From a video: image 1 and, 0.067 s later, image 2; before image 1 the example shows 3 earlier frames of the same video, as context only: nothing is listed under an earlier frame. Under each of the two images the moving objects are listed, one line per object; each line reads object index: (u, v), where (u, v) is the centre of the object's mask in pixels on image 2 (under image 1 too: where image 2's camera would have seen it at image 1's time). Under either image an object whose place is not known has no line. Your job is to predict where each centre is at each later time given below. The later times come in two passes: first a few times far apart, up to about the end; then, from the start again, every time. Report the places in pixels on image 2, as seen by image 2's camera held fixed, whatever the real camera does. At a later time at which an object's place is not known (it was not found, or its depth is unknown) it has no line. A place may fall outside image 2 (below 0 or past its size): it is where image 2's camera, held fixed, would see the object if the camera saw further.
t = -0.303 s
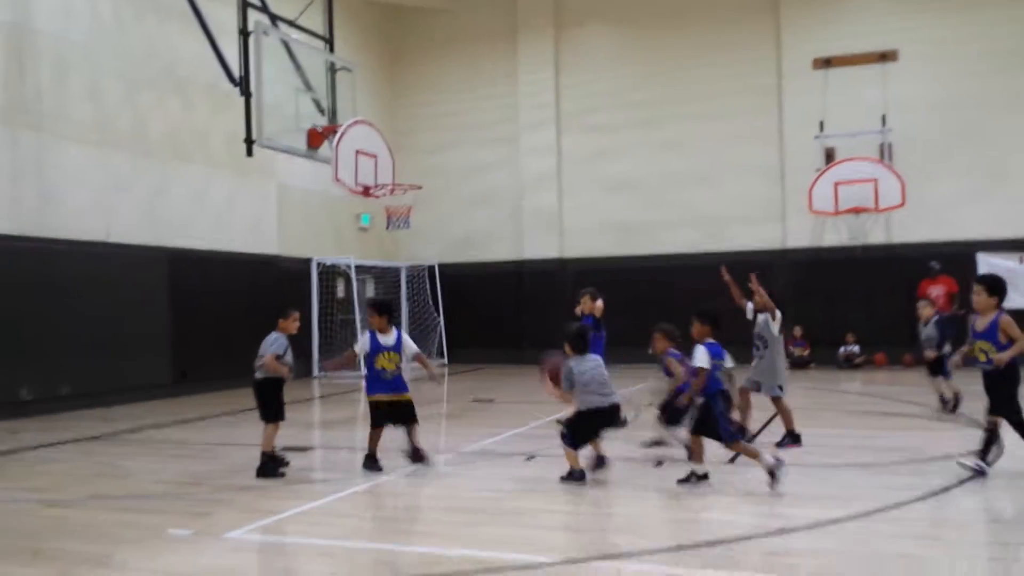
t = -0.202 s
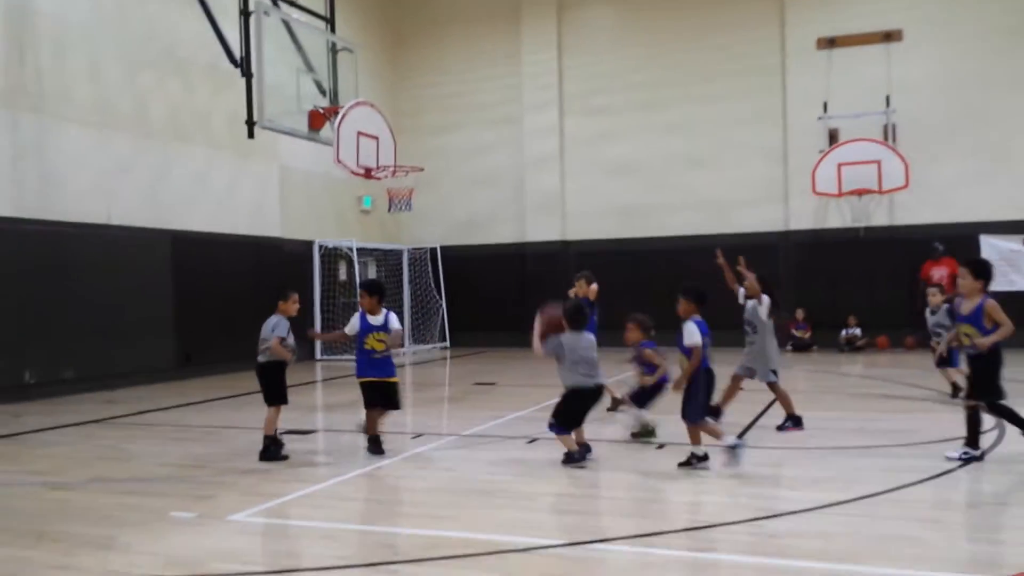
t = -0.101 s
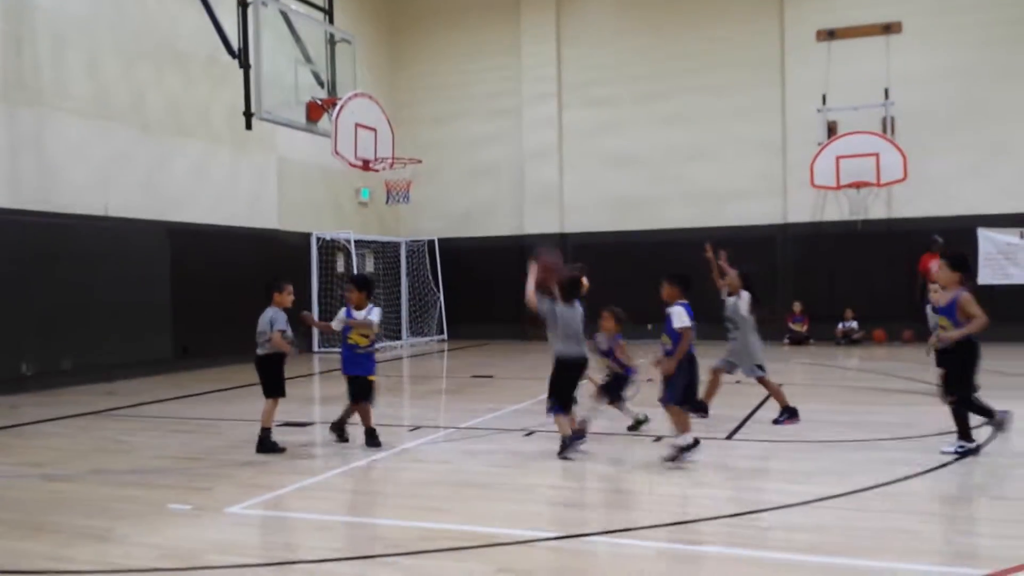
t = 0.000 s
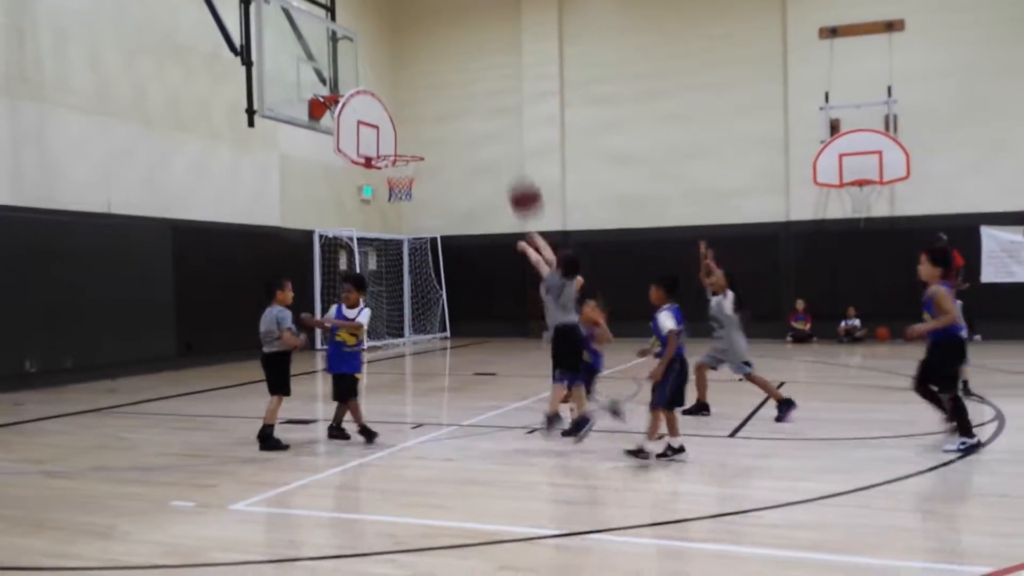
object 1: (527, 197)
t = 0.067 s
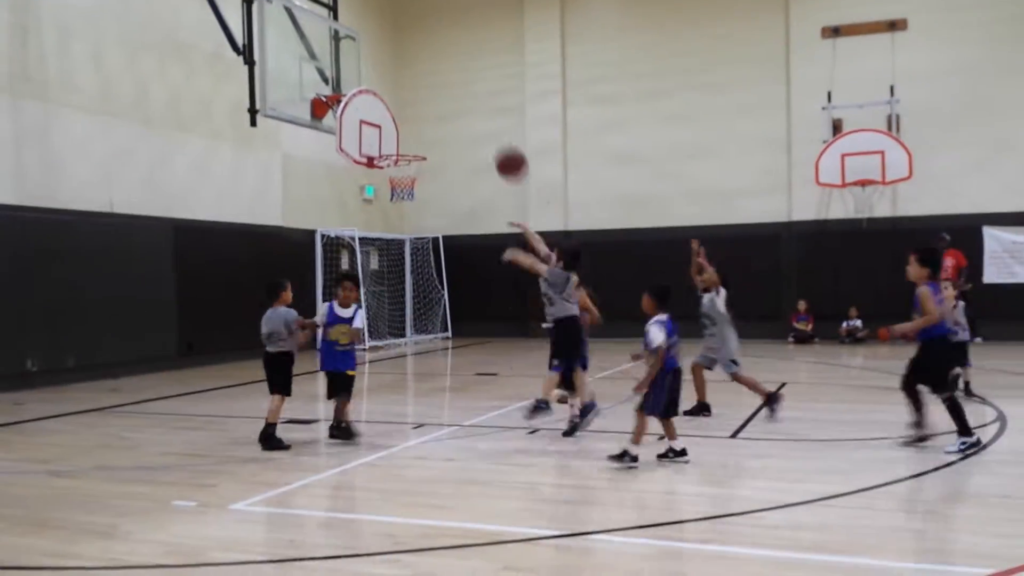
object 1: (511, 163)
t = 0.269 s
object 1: (468, 99)
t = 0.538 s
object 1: (423, 95)
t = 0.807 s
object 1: (389, 160)
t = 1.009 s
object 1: (358, 230)
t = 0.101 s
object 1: (503, 148)
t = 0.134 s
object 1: (495, 135)
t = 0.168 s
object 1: (488, 123)
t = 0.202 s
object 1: (482, 113)
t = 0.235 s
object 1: (475, 105)
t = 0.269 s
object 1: (468, 99)
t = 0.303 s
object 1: (462, 94)
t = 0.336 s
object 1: (456, 90)
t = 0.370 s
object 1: (450, 87)
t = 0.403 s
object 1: (444, 87)
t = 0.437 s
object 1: (439, 87)
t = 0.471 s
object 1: (434, 89)
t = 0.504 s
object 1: (428, 92)
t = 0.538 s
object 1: (423, 95)
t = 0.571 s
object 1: (419, 100)
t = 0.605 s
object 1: (414, 106)
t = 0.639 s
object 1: (410, 113)
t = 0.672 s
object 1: (406, 121)
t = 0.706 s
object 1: (402, 130)
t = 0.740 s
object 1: (398, 140)
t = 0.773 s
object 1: (393, 151)
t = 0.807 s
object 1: (389, 160)
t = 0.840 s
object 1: (384, 169)
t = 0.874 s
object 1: (379, 179)
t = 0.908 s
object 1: (373, 191)
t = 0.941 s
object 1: (368, 201)
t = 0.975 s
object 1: (362, 216)
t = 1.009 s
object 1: (358, 230)
